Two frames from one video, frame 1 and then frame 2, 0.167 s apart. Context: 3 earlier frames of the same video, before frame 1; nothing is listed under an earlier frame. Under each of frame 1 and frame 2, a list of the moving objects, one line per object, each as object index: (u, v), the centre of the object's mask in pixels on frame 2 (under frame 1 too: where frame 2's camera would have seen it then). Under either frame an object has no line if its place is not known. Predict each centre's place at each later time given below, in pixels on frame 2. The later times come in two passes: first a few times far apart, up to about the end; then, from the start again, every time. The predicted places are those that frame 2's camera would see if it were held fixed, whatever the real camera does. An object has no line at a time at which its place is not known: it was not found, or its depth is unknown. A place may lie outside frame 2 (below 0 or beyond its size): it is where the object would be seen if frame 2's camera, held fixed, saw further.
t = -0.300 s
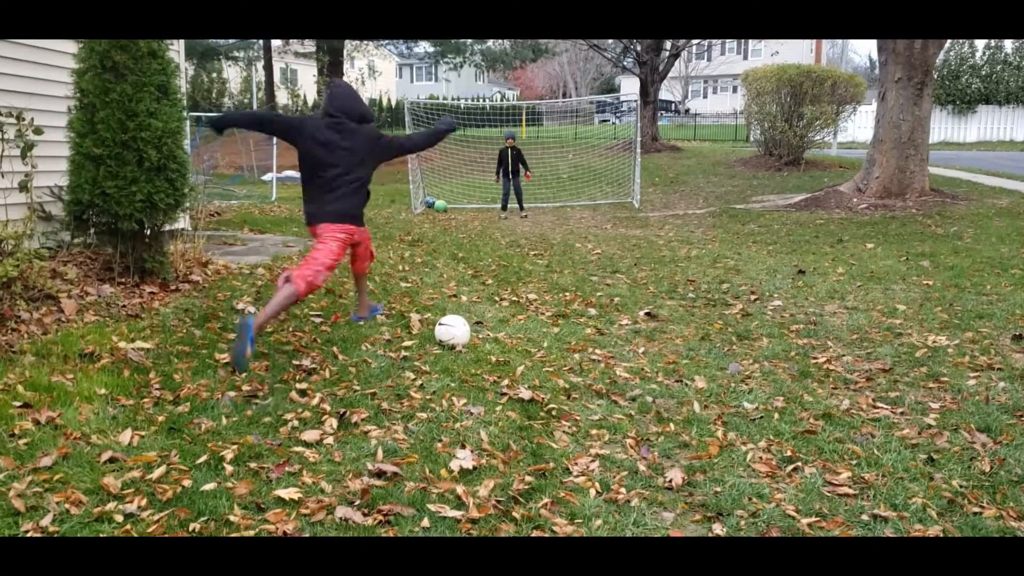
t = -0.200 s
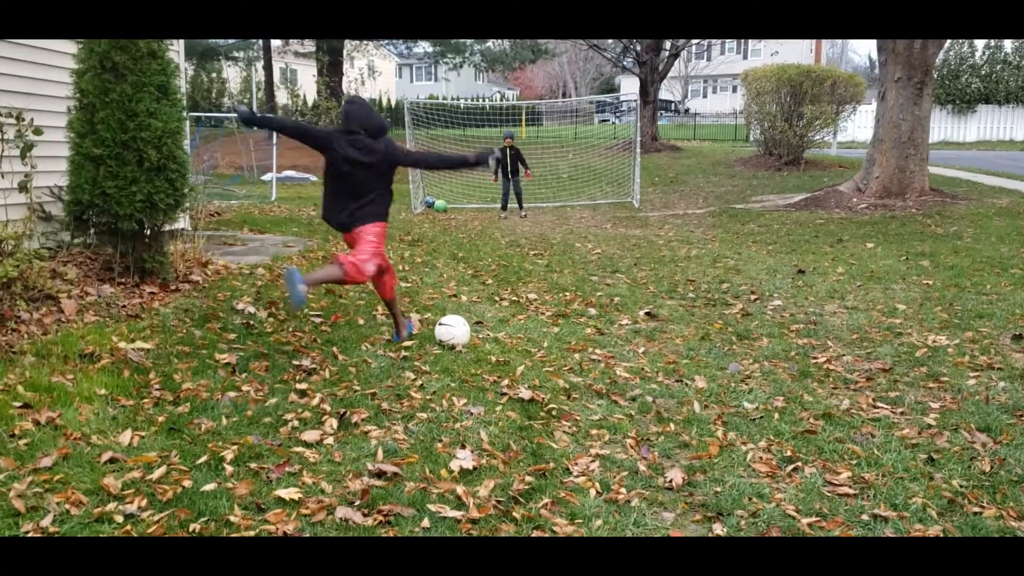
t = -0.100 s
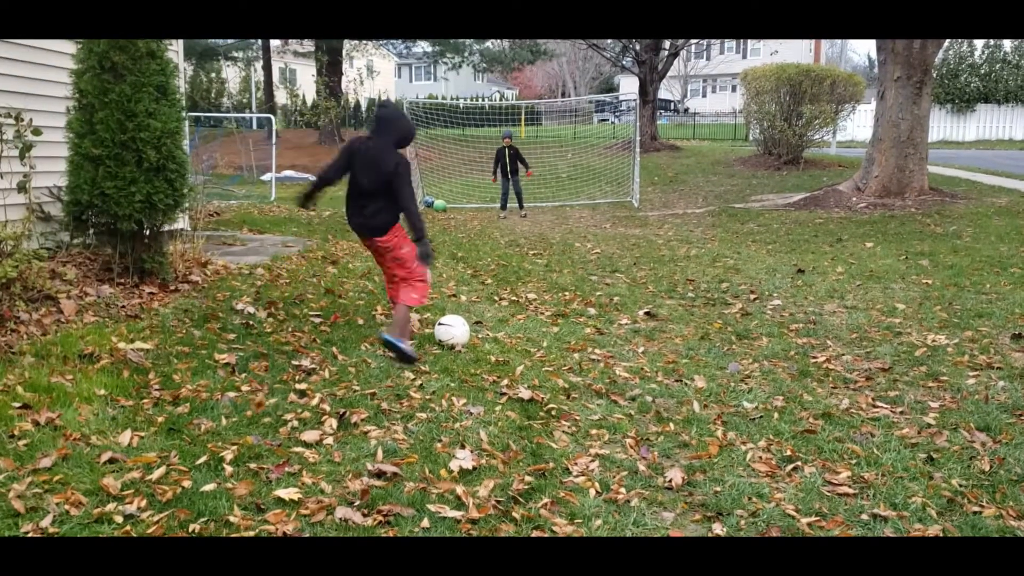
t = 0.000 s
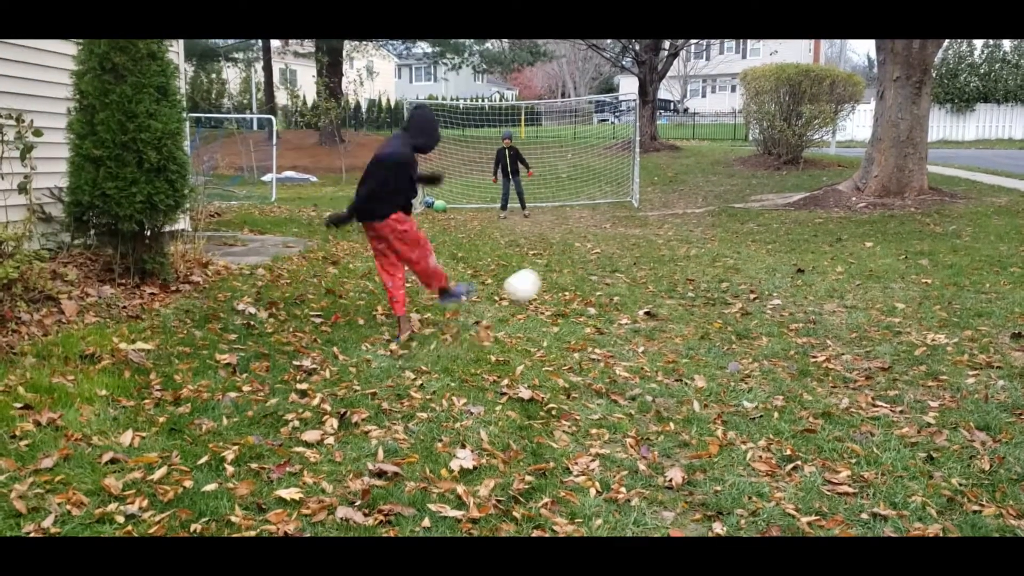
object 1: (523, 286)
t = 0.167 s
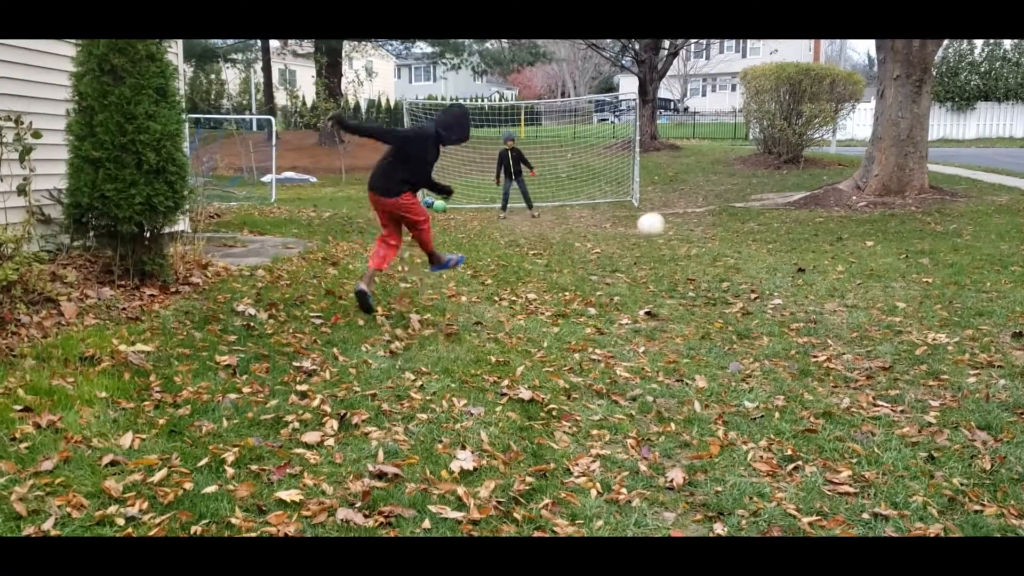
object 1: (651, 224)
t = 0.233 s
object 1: (687, 216)
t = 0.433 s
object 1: (766, 226)
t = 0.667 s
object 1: (813, 198)
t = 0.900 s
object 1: (827, 157)
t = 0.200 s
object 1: (669, 219)
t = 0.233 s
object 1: (687, 216)
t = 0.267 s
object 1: (703, 215)
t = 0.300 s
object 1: (717, 215)
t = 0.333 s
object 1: (731, 216)
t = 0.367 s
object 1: (744, 218)
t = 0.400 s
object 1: (755, 222)
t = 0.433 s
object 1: (766, 226)
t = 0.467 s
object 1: (776, 227)
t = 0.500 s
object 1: (783, 220)
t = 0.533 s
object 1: (789, 213)
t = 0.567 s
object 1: (795, 206)
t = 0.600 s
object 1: (801, 202)
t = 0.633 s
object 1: (808, 200)
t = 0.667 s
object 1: (813, 198)
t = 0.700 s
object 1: (818, 196)
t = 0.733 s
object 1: (823, 197)
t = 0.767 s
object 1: (826, 192)
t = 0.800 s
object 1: (826, 181)
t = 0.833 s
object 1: (827, 172)
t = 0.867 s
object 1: (827, 164)
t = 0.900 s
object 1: (827, 157)
